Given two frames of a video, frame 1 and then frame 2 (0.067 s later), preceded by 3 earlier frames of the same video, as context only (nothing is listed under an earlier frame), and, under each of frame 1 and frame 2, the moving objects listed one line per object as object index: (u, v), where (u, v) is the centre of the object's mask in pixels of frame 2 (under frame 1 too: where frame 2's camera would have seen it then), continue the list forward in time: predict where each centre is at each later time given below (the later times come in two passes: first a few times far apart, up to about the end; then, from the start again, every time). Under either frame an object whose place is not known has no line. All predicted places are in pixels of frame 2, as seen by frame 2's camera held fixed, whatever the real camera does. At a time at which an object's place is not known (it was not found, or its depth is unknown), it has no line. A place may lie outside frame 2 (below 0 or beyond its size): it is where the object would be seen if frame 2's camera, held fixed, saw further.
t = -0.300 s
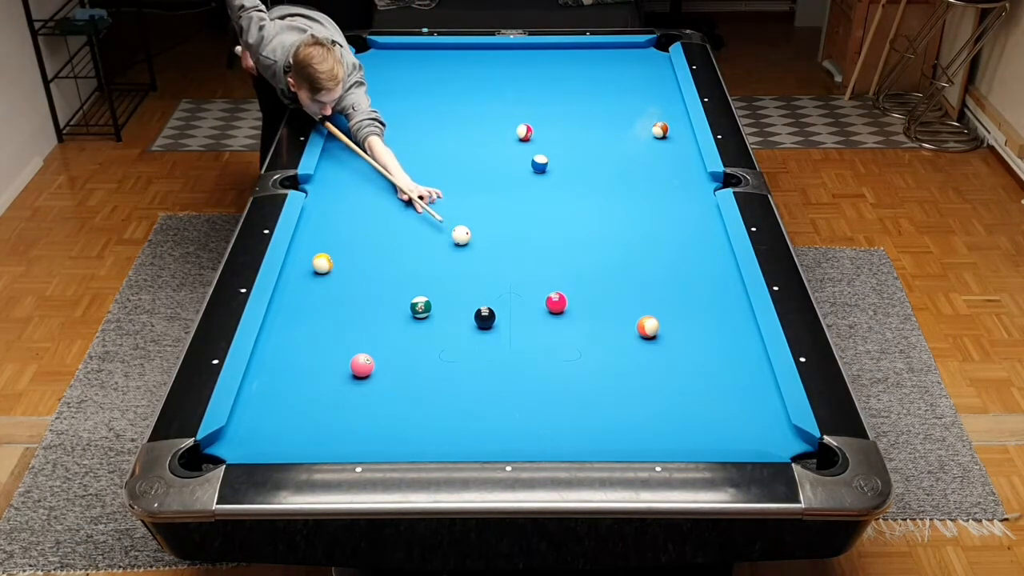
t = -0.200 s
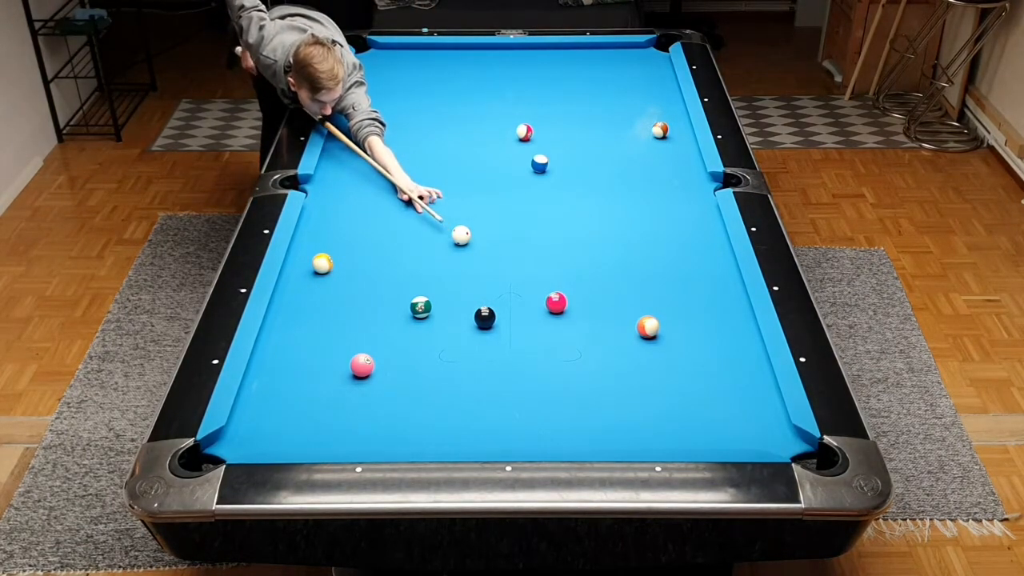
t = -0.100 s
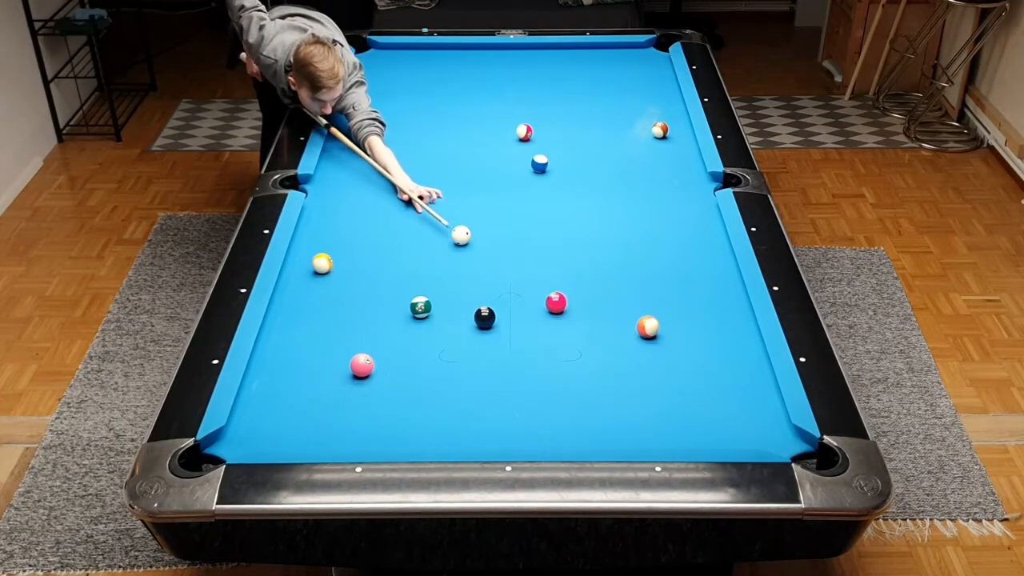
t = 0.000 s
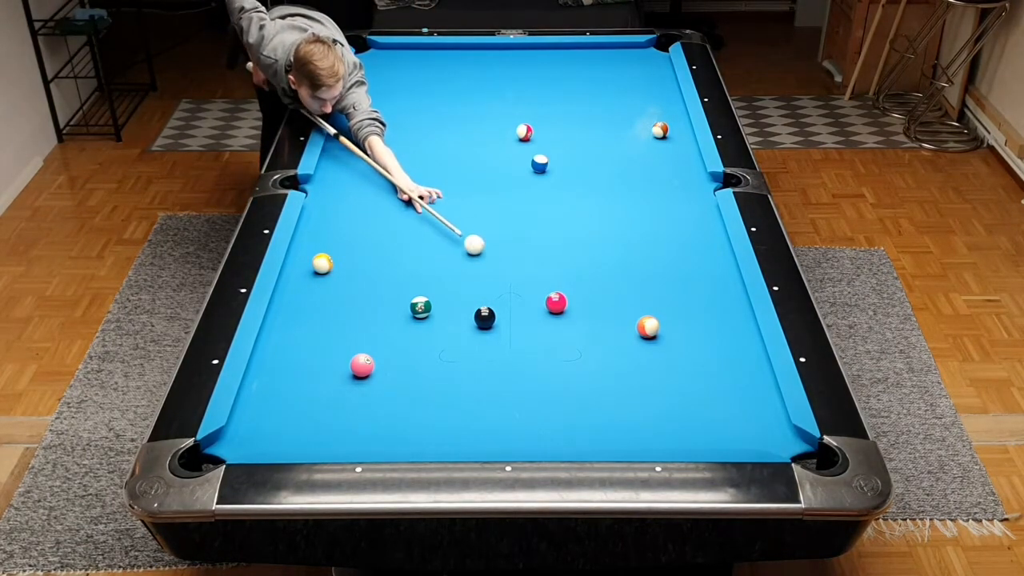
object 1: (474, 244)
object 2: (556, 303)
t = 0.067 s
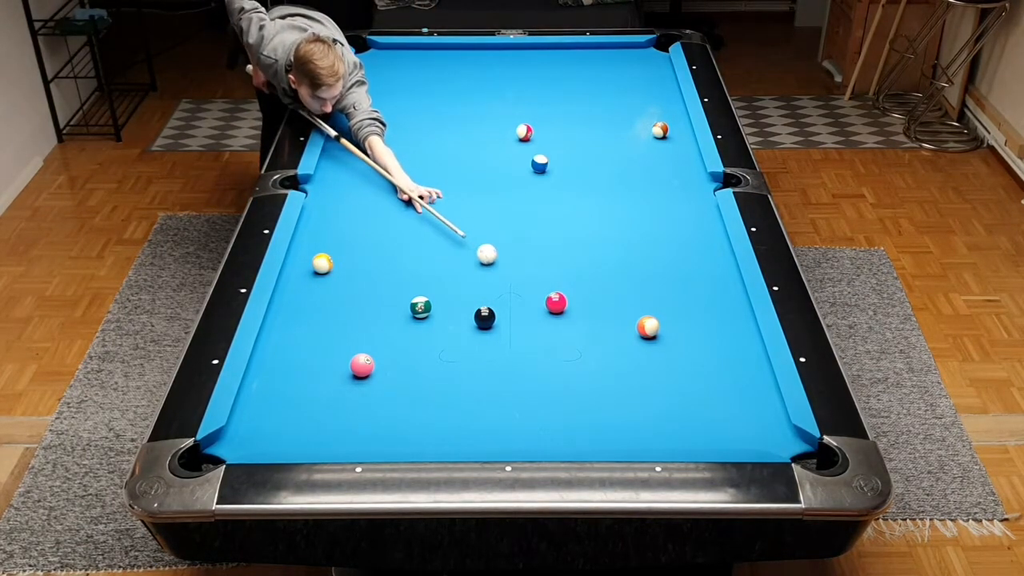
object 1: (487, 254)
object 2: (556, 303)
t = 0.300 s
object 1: (529, 285)
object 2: (556, 302)
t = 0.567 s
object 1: (543, 300)
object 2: (589, 322)
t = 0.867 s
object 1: (549, 311)
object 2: (633, 347)
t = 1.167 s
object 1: (553, 322)
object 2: (678, 373)
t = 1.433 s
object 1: (557, 330)
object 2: (720, 397)
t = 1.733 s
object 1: (561, 337)
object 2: (767, 425)
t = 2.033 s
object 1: (564, 343)
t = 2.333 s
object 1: (566, 348)
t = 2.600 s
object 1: (568, 351)
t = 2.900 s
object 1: (568, 353)
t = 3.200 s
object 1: (568, 353)
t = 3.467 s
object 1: (568, 353)
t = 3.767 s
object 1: (568, 353)
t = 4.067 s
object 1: (568, 353)
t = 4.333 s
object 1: (568, 353)
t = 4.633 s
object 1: (568, 353)
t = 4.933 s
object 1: (568, 353)
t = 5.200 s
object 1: (568, 353)
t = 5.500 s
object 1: (568, 353)
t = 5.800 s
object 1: (568, 353)
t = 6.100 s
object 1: (568, 353)
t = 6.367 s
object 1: (568, 353)
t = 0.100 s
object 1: (493, 258)
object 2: (556, 302)
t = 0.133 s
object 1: (498, 263)
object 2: (556, 302)
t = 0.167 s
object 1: (504, 267)
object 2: (556, 302)
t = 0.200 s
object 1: (510, 271)
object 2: (556, 302)
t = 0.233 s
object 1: (516, 276)
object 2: (556, 302)
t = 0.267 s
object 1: (522, 280)
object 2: (556, 302)
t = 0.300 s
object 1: (529, 285)
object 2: (556, 302)
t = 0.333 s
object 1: (535, 289)
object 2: (556, 302)
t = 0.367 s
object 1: (540, 293)
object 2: (556, 302)
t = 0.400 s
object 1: (540, 294)
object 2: (563, 306)
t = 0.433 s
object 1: (540, 295)
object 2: (569, 310)
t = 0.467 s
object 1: (541, 296)
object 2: (575, 313)
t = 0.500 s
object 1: (542, 298)
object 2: (580, 316)
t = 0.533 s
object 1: (542, 299)
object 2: (585, 319)
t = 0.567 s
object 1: (543, 300)
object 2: (589, 322)
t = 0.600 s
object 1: (544, 302)
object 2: (594, 325)
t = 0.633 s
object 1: (544, 303)
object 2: (599, 327)
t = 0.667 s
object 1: (545, 304)
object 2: (604, 330)
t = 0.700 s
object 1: (546, 305)
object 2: (609, 333)
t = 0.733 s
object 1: (546, 307)
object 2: (614, 336)
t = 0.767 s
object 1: (547, 308)
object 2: (618, 338)
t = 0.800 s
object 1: (548, 309)
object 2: (623, 341)
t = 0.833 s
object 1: (548, 310)
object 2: (628, 344)
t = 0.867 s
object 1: (549, 311)
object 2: (633, 347)
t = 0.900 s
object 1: (549, 312)
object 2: (638, 350)
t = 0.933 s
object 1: (550, 314)
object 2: (643, 353)
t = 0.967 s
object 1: (551, 315)
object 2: (648, 356)
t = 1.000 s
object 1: (551, 316)
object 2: (653, 358)
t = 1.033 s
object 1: (552, 317)
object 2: (658, 361)
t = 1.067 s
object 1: (552, 318)
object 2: (663, 365)
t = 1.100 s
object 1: (552, 320)
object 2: (668, 367)
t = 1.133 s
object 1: (553, 320)
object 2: (673, 370)
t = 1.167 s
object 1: (553, 322)
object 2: (678, 373)
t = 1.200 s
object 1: (554, 323)
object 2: (683, 377)
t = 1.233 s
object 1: (555, 324)
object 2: (688, 380)
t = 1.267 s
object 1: (555, 324)
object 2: (694, 383)
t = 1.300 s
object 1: (556, 325)
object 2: (699, 385)
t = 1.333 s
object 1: (556, 327)
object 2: (704, 388)
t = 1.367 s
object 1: (556, 327)
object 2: (709, 391)
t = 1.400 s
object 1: (557, 329)
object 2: (715, 394)
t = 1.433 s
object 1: (557, 330)
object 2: (720, 397)
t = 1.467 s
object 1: (558, 330)
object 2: (725, 401)
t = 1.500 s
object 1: (558, 331)
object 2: (730, 403)
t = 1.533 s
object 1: (559, 332)
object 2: (736, 407)
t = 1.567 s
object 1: (559, 333)
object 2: (741, 409)
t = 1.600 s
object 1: (560, 334)
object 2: (746, 413)
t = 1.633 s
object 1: (560, 335)
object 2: (751, 416)
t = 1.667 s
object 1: (560, 335)
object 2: (757, 419)
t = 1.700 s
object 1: (561, 336)
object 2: (762, 422)
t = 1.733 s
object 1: (561, 337)
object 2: (767, 425)
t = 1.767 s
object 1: (561, 338)
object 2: (773, 428)
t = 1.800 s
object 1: (562, 338)
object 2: (778, 431)
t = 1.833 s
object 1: (562, 339)
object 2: (783, 434)
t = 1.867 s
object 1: (562, 340)
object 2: (788, 437)
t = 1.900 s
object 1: (562, 341)
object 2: (794, 439)
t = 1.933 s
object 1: (563, 341)
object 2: (799, 443)
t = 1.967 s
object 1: (563, 342)
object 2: (805, 448)
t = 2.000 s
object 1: (563, 343)
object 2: (809, 456)
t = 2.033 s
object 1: (564, 343)
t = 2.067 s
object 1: (564, 344)
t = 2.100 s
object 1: (564, 344)
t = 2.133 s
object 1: (564, 345)
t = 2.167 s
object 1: (565, 346)
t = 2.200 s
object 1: (565, 346)
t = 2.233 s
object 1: (565, 347)
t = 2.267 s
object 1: (566, 347)
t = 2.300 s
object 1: (566, 348)
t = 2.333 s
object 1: (566, 348)
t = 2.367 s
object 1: (566, 348)
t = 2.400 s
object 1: (566, 349)
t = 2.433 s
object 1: (567, 349)
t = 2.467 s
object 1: (567, 350)
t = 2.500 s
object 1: (567, 350)
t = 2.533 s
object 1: (567, 351)
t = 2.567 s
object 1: (567, 351)
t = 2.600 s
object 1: (568, 351)
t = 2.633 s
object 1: (568, 352)
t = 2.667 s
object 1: (568, 352)
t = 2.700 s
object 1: (568, 352)
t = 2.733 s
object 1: (568, 352)
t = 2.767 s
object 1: (568, 352)
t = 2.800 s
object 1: (568, 352)
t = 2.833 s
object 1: (568, 353)
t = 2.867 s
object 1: (568, 353)
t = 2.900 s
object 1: (568, 353)
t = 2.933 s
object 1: (568, 353)
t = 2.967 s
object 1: (568, 353)
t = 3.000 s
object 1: (568, 353)
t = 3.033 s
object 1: (568, 353)
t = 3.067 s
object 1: (568, 353)
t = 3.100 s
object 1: (568, 353)
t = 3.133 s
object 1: (568, 353)
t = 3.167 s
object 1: (568, 353)
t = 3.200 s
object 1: (568, 353)
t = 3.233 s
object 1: (568, 353)
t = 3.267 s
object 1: (568, 353)
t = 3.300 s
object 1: (568, 353)
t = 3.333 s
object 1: (568, 353)
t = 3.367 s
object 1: (568, 353)
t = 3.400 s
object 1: (568, 353)
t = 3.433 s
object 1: (568, 353)
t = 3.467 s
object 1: (568, 353)
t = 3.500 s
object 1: (568, 353)
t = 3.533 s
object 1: (568, 353)
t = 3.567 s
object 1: (568, 353)
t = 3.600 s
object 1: (568, 353)
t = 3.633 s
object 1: (568, 353)
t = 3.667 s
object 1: (568, 353)
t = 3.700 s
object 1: (568, 353)
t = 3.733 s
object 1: (568, 353)
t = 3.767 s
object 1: (568, 353)
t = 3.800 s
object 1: (568, 353)
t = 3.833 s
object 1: (568, 353)
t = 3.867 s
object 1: (568, 353)
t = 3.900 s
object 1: (568, 353)
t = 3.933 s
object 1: (568, 353)
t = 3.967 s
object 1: (568, 353)
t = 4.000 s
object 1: (568, 353)
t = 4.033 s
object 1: (568, 353)
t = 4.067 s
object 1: (568, 353)
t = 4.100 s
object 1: (568, 353)
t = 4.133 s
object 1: (568, 353)
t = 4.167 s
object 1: (568, 353)
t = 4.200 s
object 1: (568, 353)
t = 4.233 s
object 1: (568, 353)
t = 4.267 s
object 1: (568, 353)
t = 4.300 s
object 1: (568, 353)
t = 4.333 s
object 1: (568, 353)
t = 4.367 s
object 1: (568, 353)
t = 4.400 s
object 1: (568, 353)
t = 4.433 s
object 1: (568, 353)
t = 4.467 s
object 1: (568, 353)
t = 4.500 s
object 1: (568, 353)
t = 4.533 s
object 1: (568, 353)
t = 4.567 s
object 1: (568, 353)
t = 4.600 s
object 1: (568, 353)
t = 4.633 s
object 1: (568, 353)
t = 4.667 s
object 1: (568, 353)
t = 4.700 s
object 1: (568, 353)
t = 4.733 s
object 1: (568, 353)
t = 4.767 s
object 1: (568, 353)
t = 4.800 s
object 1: (568, 353)
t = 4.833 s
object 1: (568, 353)
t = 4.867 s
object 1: (568, 353)
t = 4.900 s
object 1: (568, 353)
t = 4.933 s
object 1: (568, 353)
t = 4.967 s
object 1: (568, 353)
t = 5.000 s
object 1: (568, 353)
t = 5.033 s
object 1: (568, 353)
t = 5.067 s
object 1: (568, 353)
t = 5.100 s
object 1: (568, 353)
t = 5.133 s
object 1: (568, 353)
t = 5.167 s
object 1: (568, 353)
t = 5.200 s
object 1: (568, 353)
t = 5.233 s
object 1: (568, 353)
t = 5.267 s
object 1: (568, 353)
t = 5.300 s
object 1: (568, 353)
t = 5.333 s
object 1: (568, 353)
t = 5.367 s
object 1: (568, 353)
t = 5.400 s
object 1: (568, 353)
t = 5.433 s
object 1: (568, 353)
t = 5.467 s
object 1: (568, 353)
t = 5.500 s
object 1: (568, 353)
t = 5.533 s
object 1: (568, 353)
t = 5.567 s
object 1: (568, 353)
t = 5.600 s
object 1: (568, 353)
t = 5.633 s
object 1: (568, 353)
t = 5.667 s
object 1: (568, 353)
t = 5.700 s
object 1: (568, 353)
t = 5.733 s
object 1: (568, 353)
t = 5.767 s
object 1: (568, 353)
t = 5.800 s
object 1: (568, 353)
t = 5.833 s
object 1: (568, 353)
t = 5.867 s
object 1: (568, 353)
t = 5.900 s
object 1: (568, 353)
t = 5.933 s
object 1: (568, 353)
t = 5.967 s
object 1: (568, 353)
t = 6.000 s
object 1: (568, 353)
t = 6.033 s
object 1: (568, 353)
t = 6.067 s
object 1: (568, 353)
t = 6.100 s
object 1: (568, 353)
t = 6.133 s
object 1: (568, 353)
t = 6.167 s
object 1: (568, 353)
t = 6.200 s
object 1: (568, 353)
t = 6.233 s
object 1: (568, 353)
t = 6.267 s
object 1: (568, 353)
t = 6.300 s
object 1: (568, 353)
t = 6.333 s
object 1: (568, 353)
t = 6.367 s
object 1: (568, 353)
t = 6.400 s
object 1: (568, 353)
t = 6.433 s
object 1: (568, 353)
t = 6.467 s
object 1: (568, 353)
